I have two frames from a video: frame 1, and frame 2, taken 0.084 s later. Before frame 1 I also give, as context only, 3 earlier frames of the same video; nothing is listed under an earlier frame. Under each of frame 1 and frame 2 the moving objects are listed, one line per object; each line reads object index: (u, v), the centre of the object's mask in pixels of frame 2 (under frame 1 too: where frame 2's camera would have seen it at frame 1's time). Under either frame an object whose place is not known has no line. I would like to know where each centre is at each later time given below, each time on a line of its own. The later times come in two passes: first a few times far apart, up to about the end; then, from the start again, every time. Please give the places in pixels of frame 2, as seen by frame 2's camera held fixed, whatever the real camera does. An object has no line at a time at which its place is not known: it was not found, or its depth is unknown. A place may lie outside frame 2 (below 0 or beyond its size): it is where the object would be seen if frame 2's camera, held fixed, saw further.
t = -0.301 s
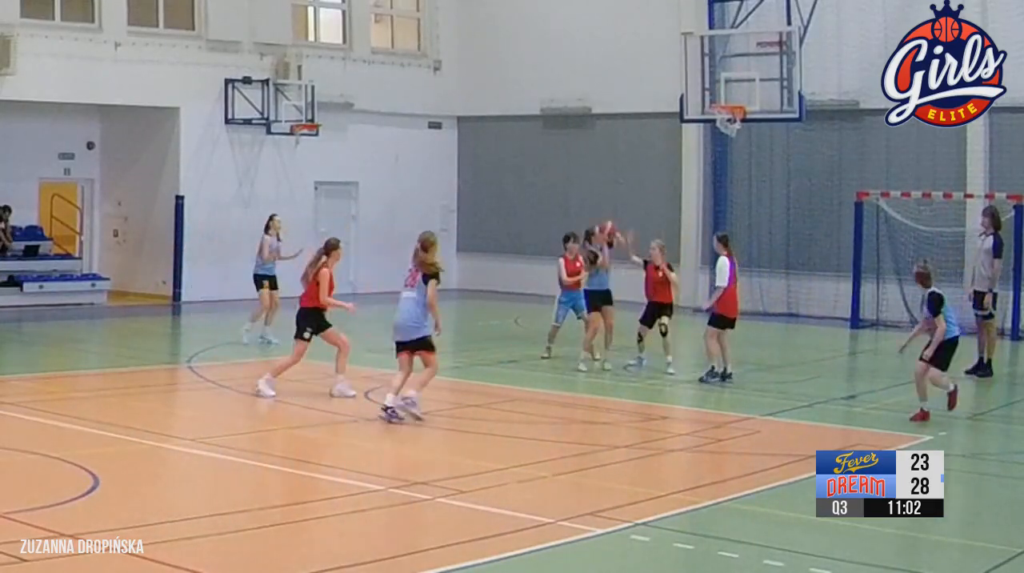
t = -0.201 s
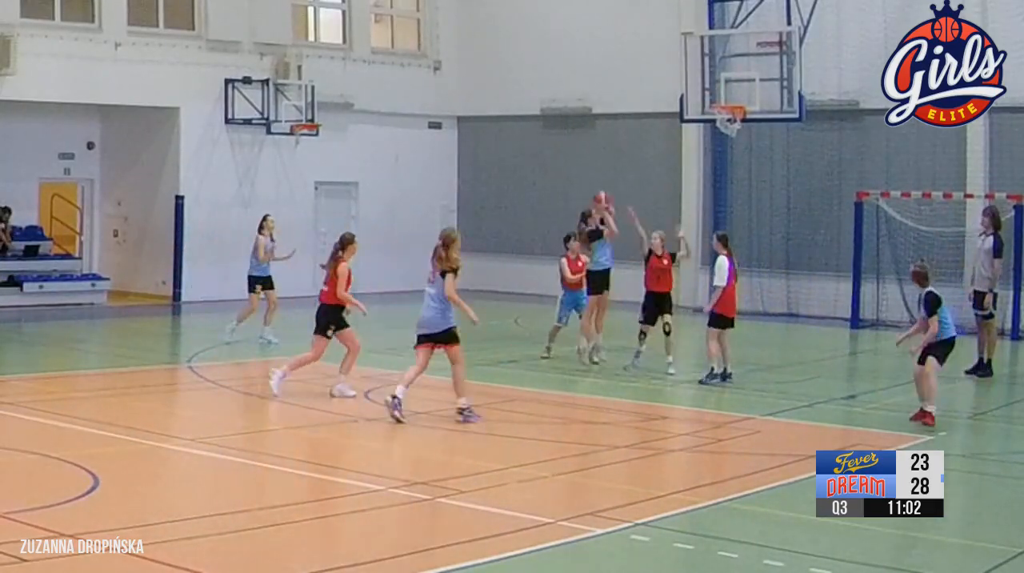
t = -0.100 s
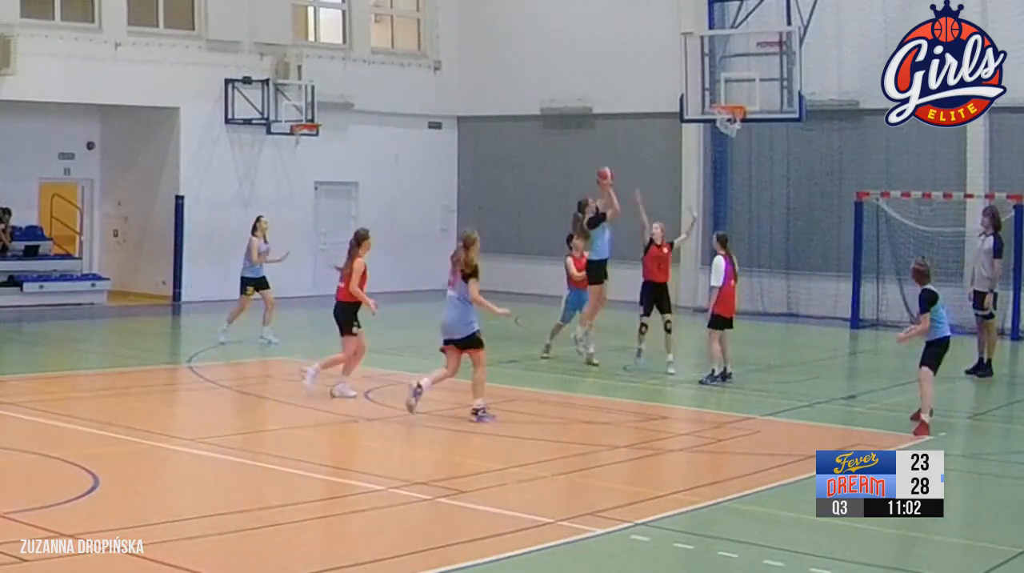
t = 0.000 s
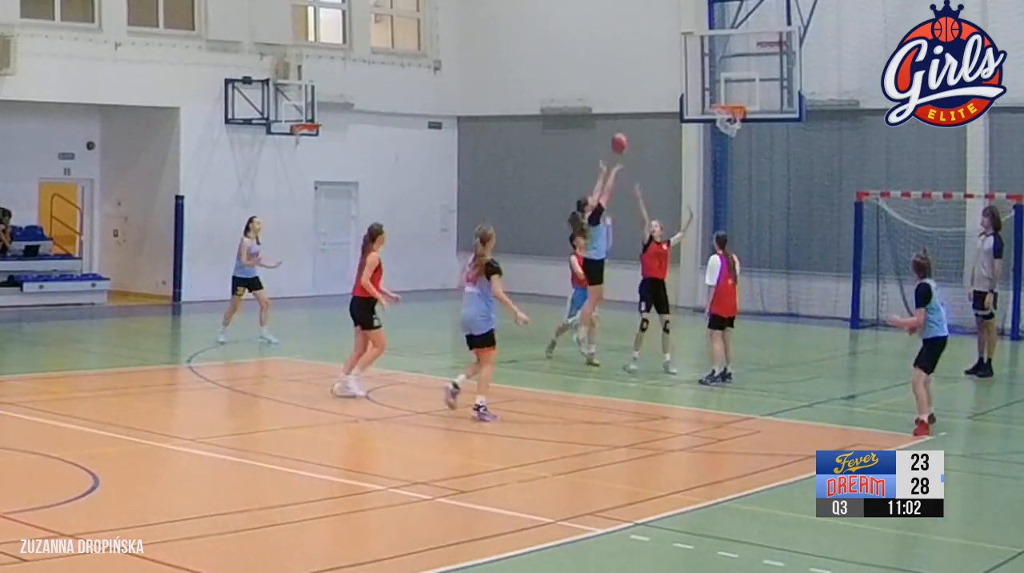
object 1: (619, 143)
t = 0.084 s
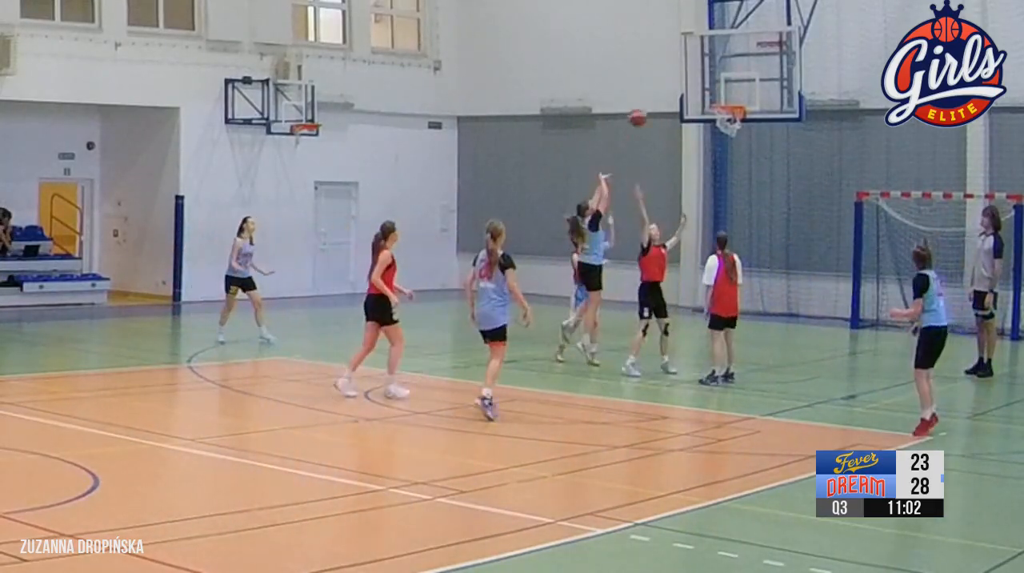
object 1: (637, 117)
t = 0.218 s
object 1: (664, 89)
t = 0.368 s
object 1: (695, 77)
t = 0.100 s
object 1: (641, 113)
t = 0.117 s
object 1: (644, 109)
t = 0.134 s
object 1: (648, 105)
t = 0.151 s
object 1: (651, 101)
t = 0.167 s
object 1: (654, 98)
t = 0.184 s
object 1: (658, 95)
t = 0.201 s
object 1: (661, 92)
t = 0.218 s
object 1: (664, 89)
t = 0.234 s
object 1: (668, 87)
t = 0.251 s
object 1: (671, 85)
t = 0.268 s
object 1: (674, 83)
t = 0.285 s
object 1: (677, 81)
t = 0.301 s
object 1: (681, 79)
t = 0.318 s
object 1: (684, 79)
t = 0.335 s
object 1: (688, 77)
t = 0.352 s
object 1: (691, 76)
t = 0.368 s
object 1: (695, 77)
